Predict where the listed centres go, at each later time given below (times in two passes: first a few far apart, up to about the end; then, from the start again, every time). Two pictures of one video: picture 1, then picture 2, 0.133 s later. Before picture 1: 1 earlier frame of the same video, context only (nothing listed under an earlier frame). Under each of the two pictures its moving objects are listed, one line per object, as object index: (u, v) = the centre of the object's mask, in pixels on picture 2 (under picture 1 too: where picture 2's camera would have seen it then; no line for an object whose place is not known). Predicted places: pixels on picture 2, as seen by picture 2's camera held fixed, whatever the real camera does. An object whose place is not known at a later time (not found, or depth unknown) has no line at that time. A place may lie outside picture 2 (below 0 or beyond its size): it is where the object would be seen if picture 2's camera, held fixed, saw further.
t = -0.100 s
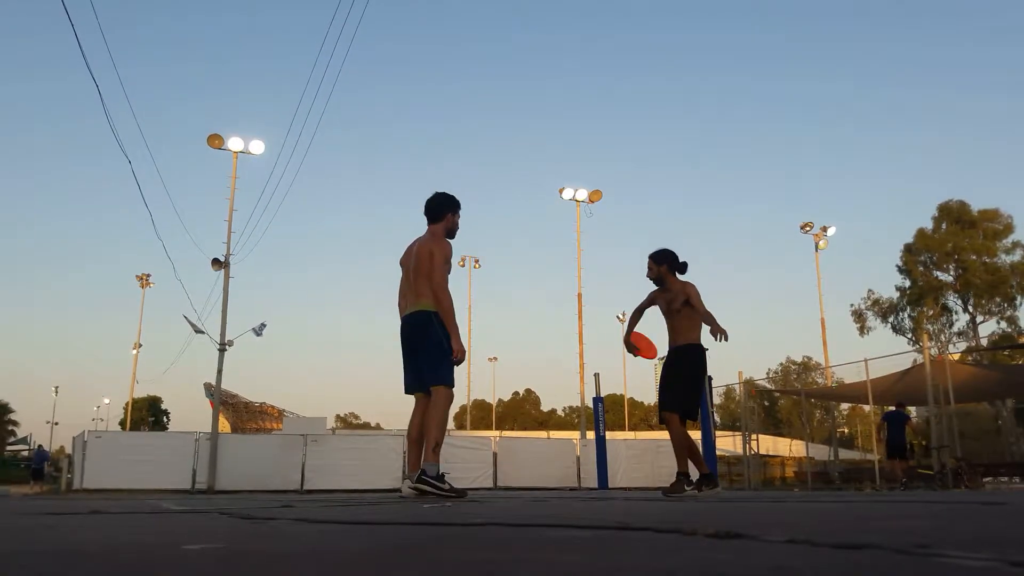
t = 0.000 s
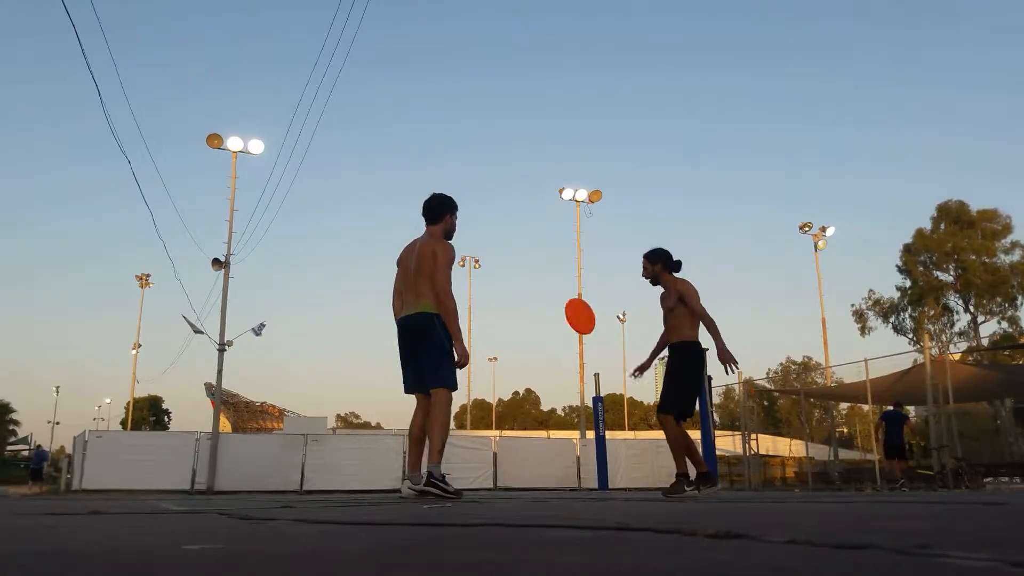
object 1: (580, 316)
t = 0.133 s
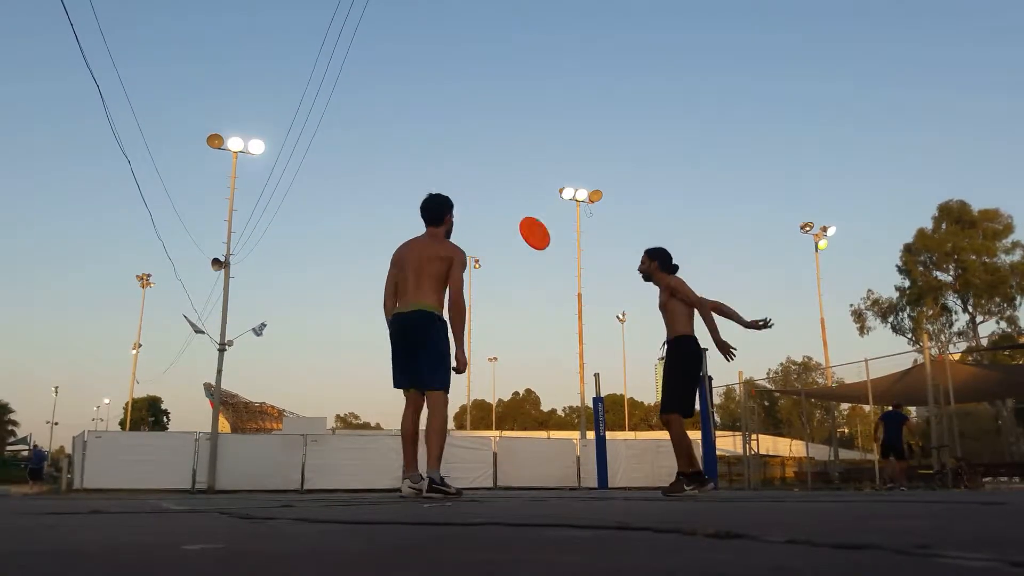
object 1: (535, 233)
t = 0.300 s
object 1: (486, 166)
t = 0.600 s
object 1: (407, 131)
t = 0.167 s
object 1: (525, 217)
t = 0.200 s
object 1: (514, 202)
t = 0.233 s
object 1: (505, 188)
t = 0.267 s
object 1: (495, 176)
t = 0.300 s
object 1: (486, 166)
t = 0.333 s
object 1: (477, 157)
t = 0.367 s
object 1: (468, 149)
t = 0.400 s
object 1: (459, 142)
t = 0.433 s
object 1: (450, 137)
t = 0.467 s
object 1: (441, 133)
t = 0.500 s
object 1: (433, 130)
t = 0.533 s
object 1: (424, 129)
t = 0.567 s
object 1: (416, 130)
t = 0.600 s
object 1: (407, 131)
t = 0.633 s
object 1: (399, 133)
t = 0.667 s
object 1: (391, 137)
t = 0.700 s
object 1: (383, 142)
